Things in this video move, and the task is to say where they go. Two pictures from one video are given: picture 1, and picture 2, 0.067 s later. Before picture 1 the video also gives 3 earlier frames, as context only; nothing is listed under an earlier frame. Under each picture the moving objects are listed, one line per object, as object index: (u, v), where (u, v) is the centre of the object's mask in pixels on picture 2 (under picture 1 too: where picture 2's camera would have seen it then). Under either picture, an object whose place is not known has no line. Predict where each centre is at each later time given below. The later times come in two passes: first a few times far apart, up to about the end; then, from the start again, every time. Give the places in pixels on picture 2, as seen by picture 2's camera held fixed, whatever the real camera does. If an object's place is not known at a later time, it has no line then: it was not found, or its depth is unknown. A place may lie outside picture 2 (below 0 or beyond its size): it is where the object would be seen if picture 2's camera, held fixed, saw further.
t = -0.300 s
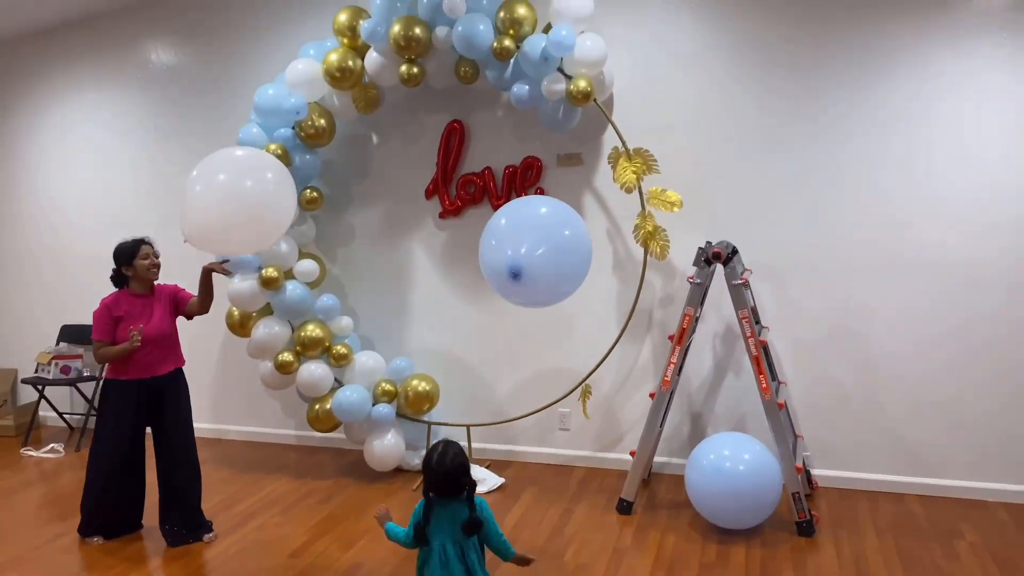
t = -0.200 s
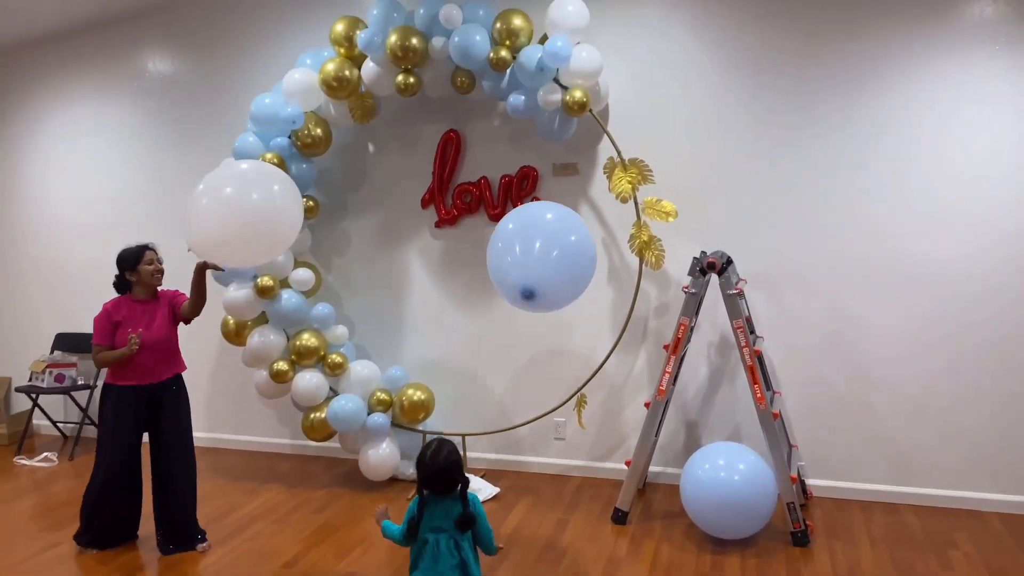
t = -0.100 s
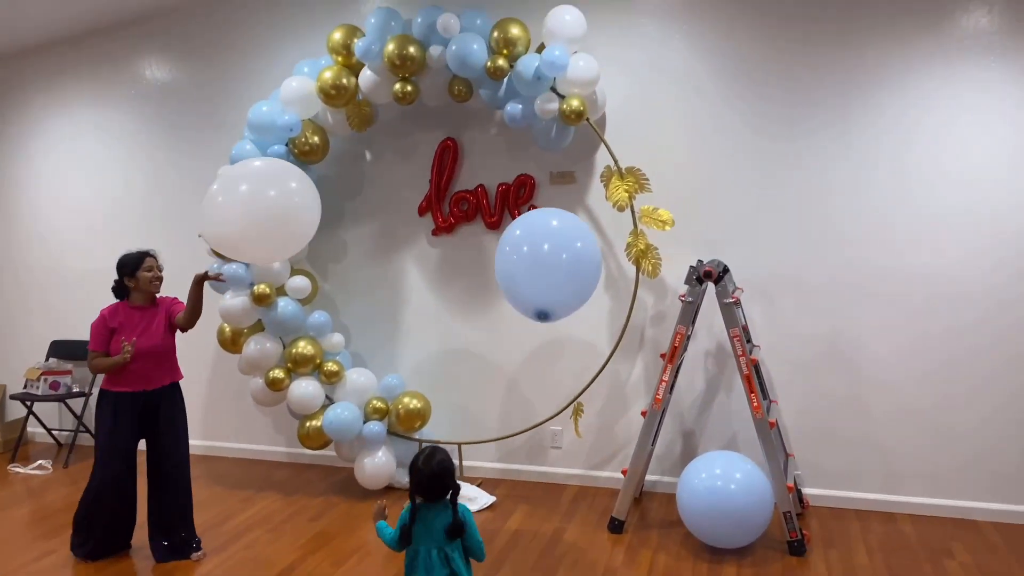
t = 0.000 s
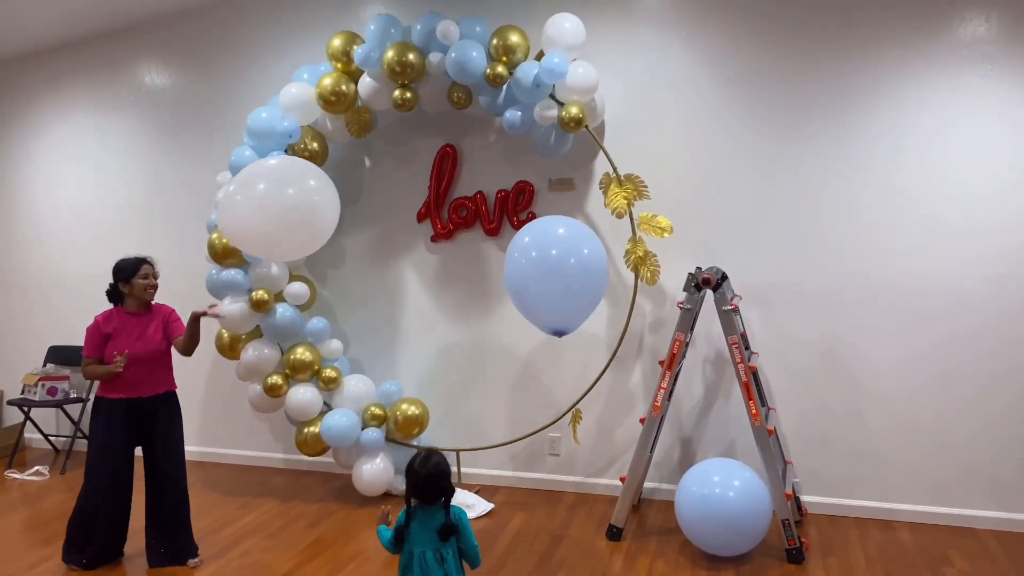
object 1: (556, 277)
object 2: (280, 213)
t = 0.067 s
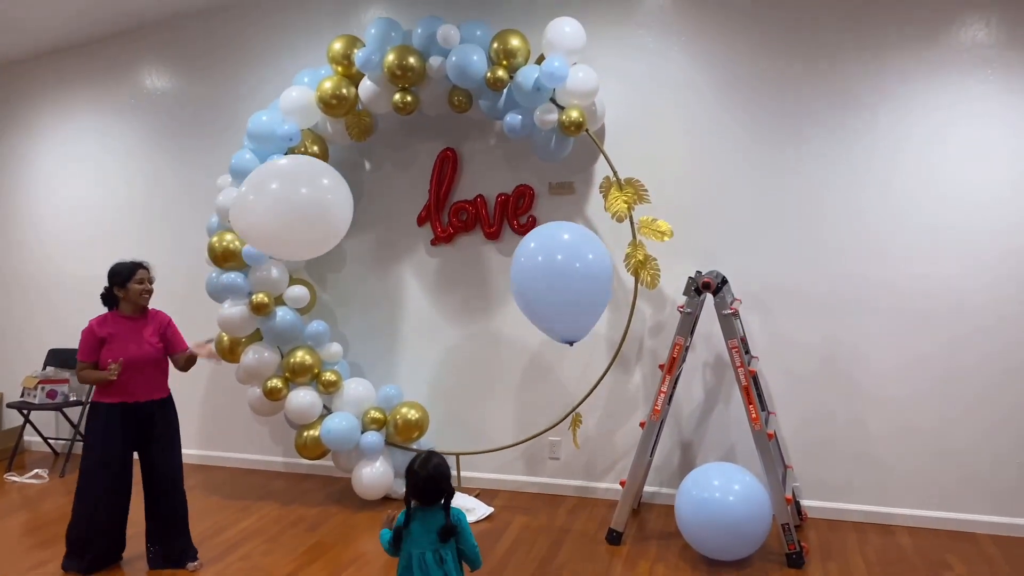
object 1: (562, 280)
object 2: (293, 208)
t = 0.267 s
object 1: (578, 291)
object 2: (332, 202)
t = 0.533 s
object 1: (595, 319)
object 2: (380, 206)
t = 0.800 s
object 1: (585, 336)
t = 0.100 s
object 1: (565, 281)
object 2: (299, 207)
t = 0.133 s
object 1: (568, 283)
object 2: (306, 205)
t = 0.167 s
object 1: (570, 284)
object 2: (312, 204)
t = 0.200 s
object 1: (573, 286)
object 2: (319, 203)
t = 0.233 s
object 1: (576, 288)
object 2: (325, 202)
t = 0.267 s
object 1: (578, 291)
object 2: (332, 202)
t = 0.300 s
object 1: (580, 293)
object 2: (338, 201)
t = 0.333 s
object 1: (582, 296)
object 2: (344, 201)
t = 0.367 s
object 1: (585, 299)
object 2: (350, 202)
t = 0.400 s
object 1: (587, 302)
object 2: (357, 202)
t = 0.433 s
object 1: (589, 306)
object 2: (363, 203)
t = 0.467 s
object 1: (591, 310)
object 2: (369, 204)
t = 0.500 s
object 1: (593, 314)
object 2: (375, 205)
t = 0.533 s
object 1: (595, 319)
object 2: (380, 206)
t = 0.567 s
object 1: (597, 323)
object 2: (386, 208)
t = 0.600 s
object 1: (597, 326)
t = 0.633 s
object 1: (596, 328)
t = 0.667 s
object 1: (594, 329)
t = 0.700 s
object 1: (591, 331)
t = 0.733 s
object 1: (589, 333)
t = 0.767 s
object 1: (587, 334)
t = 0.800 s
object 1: (585, 336)
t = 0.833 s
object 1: (582, 338)
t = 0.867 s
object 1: (580, 340)
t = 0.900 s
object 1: (578, 342)
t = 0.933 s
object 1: (576, 344)
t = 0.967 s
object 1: (573, 347)
